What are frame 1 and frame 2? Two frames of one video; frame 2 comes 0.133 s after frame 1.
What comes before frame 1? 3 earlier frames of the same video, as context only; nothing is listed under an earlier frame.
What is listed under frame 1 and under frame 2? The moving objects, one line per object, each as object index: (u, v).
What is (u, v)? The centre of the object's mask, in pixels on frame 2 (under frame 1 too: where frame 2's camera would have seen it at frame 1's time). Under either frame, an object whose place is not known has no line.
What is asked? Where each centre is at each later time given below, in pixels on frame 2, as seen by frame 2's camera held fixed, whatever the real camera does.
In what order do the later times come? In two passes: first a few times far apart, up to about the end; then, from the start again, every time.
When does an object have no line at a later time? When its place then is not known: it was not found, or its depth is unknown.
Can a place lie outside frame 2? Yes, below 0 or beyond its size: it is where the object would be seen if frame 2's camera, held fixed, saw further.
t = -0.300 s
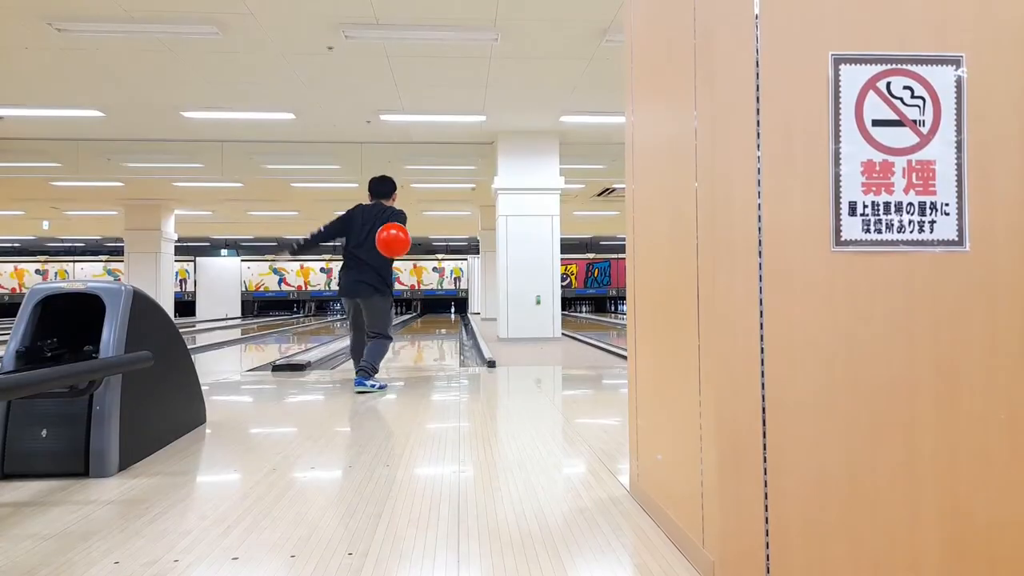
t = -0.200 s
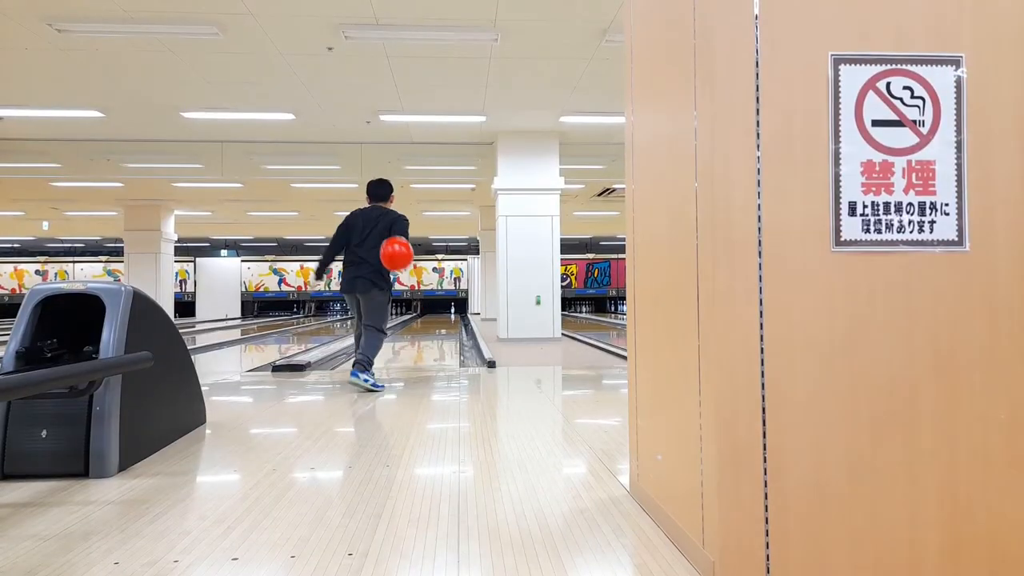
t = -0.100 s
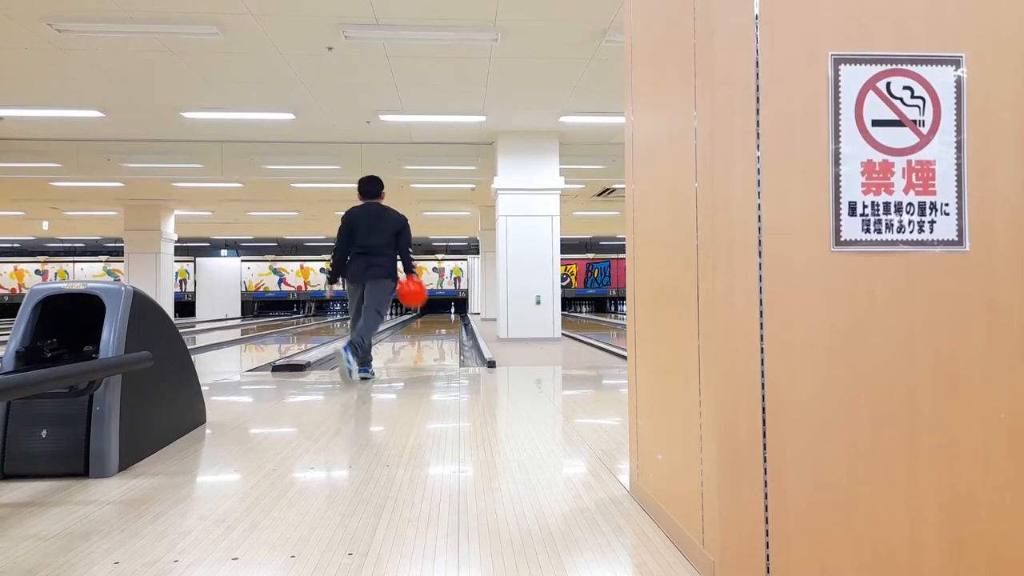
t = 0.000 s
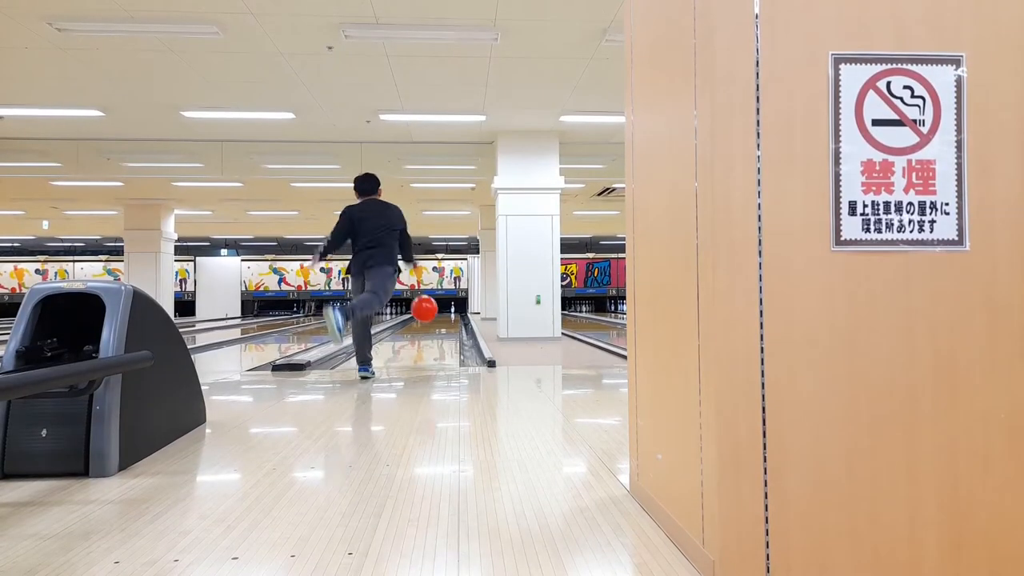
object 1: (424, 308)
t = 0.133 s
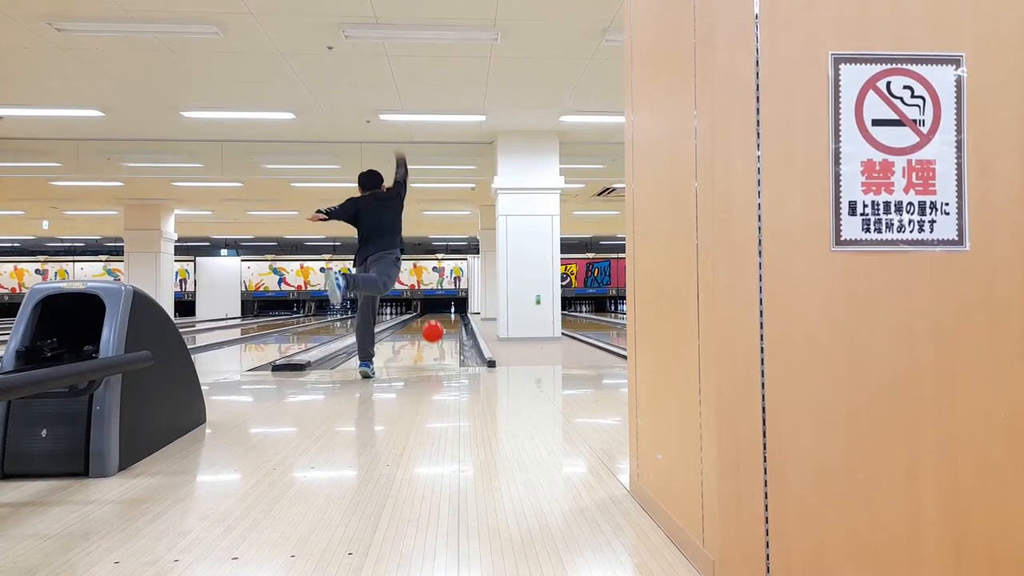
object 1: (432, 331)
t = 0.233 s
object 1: (438, 338)
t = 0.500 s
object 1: (446, 332)
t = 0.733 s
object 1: (451, 326)
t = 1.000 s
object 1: (455, 321)
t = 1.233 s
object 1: (457, 318)
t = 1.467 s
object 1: (459, 316)
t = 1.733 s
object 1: (463, 316)
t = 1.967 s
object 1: (463, 315)
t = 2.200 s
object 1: (463, 313)
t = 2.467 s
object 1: (463, 312)
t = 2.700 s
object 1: (462, 312)
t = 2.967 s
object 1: (462, 312)
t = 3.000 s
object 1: (462, 312)
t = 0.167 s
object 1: (434, 339)
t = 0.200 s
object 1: (436, 342)
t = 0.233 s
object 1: (438, 338)
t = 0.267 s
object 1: (439, 336)
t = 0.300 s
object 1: (440, 335)
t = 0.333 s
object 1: (441, 335)
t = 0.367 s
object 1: (442, 335)
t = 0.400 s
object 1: (443, 334)
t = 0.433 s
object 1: (445, 333)
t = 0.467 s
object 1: (445, 333)
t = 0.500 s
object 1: (446, 332)
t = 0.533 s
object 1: (447, 330)
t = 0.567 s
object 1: (448, 330)
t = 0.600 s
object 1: (449, 328)
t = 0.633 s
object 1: (450, 328)
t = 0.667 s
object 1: (450, 327)
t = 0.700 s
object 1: (451, 326)
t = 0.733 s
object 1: (451, 326)
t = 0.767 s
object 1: (452, 325)
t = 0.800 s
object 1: (453, 325)
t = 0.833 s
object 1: (453, 324)
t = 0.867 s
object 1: (454, 323)
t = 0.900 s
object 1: (454, 323)
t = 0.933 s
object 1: (454, 322)
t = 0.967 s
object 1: (454, 322)
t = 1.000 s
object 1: (455, 321)
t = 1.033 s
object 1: (455, 321)
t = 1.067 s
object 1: (456, 320)
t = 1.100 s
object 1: (456, 320)
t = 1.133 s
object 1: (457, 319)
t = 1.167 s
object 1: (457, 319)
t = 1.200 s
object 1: (457, 318)
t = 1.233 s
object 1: (457, 318)
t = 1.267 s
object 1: (458, 318)
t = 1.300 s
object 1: (458, 317)
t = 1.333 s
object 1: (458, 317)
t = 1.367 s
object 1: (459, 317)
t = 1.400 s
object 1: (459, 317)
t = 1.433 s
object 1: (459, 317)
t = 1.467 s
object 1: (459, 316)
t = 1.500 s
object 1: (460, 316)
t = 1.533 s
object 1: (460, 316)
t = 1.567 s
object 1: (460, 316)
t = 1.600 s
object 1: (461, 315)
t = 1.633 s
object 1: (462, 315)
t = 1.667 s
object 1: (463, 316)
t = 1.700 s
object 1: (463, 316)
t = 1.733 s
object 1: (463, 316)
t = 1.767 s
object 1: (463, 316)
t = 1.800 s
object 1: (463, 315)
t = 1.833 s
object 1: (463, 315)
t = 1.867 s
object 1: (463, 315)
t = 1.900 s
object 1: (463, 315)
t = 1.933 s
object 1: (463, 315)
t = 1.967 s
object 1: (463, 315)
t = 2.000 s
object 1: (463, 314)
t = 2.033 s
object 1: (463, 314)
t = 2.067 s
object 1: (463, 314)
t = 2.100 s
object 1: (463, 314)
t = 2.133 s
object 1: (463, 314)
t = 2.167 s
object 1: (463, 313)
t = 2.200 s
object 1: (463, 313)
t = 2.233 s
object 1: (463, 313)
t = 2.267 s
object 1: (463, 313)
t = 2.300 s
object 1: (462, 313)
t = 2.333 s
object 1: (463, 313)
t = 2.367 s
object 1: (462, 313)
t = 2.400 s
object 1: (463, 313)
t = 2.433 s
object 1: (463, 312)
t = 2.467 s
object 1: (463, 312)
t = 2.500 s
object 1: (463, 312)
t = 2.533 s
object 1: (462, 312)
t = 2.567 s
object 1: (462, 313)
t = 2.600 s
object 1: (462, 312)
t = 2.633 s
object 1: (462, 312)
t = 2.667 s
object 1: (462, 312)
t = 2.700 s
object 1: (462, 312)
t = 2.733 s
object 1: (462, 312)
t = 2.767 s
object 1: (462, 312)
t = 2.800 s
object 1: (462, 312)
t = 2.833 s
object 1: (462, 312)
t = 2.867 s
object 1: (462, 312)
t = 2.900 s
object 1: (462, 312)
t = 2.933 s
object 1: (462, 312)
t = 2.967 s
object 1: (462, 312)
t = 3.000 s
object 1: (462, 312)
